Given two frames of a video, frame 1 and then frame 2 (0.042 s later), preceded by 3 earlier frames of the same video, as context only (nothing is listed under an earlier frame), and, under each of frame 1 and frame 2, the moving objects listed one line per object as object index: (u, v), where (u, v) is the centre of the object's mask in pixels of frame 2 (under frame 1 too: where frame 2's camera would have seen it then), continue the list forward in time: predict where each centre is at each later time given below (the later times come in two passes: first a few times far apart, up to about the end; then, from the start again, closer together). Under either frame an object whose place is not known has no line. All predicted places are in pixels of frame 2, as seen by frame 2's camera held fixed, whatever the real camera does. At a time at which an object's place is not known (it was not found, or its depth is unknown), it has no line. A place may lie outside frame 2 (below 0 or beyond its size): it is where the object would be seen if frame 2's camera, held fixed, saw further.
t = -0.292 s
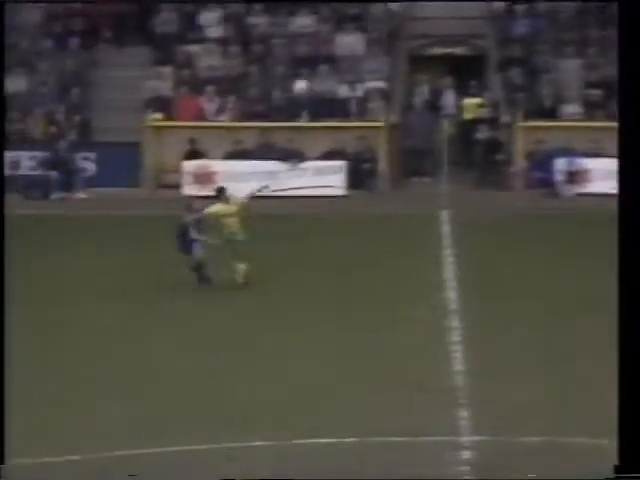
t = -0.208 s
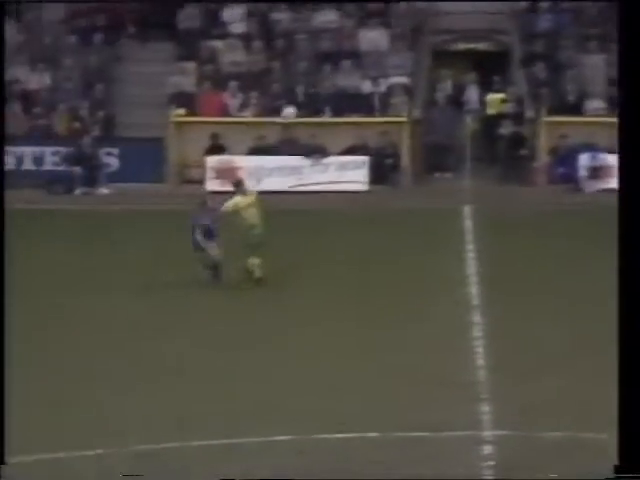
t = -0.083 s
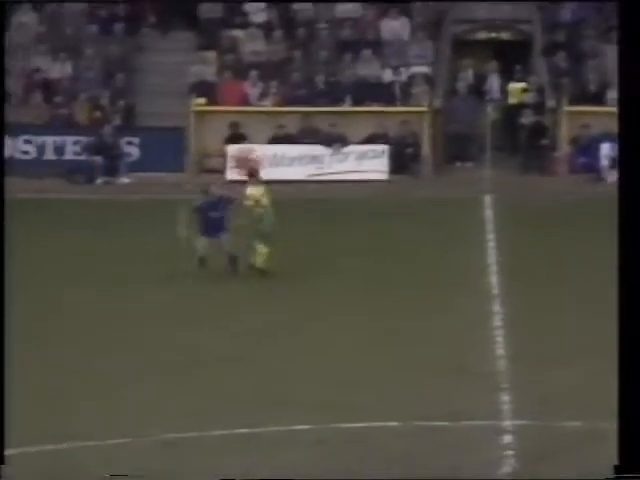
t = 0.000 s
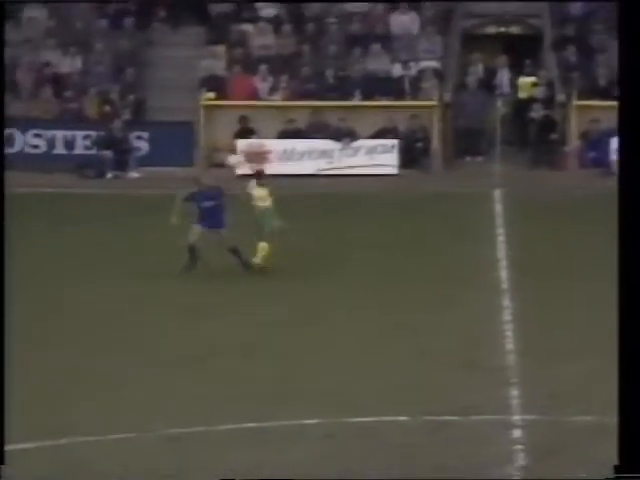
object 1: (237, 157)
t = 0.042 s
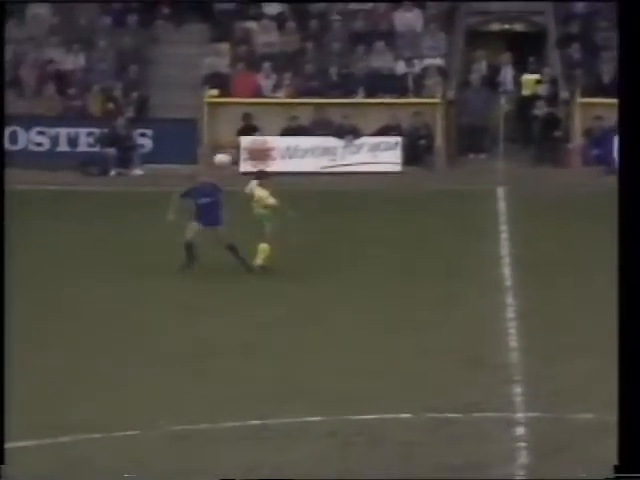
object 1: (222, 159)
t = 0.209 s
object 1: (157, 179)
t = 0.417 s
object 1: (77, 229)
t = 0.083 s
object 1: (205, 162)
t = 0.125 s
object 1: (190, 166)
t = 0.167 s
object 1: (173, 171)
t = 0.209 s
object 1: (157, 179)
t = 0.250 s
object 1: (141, 186)
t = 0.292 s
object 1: (124, 196)
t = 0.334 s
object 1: (109, 206)
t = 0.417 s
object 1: (77, 229)
